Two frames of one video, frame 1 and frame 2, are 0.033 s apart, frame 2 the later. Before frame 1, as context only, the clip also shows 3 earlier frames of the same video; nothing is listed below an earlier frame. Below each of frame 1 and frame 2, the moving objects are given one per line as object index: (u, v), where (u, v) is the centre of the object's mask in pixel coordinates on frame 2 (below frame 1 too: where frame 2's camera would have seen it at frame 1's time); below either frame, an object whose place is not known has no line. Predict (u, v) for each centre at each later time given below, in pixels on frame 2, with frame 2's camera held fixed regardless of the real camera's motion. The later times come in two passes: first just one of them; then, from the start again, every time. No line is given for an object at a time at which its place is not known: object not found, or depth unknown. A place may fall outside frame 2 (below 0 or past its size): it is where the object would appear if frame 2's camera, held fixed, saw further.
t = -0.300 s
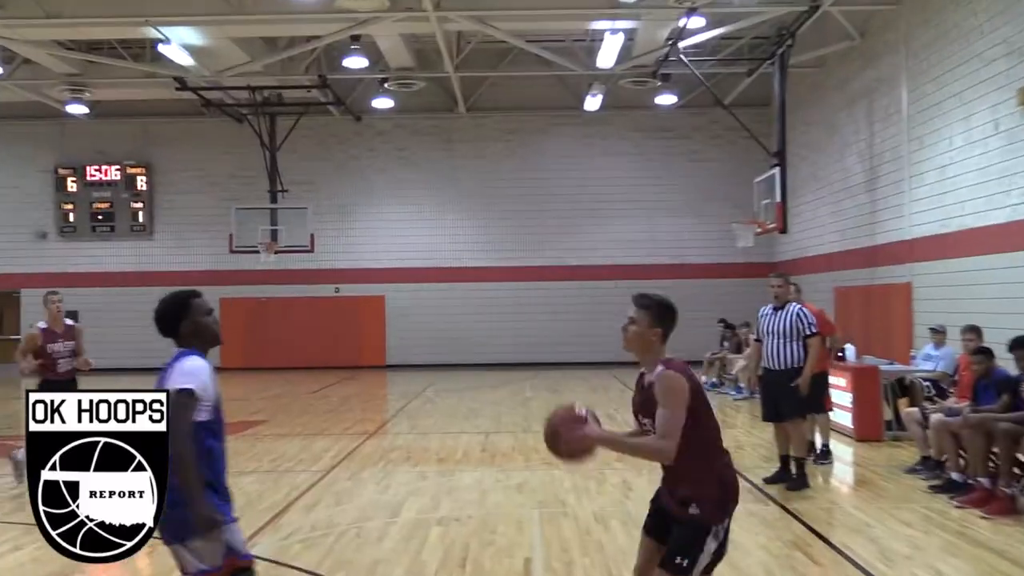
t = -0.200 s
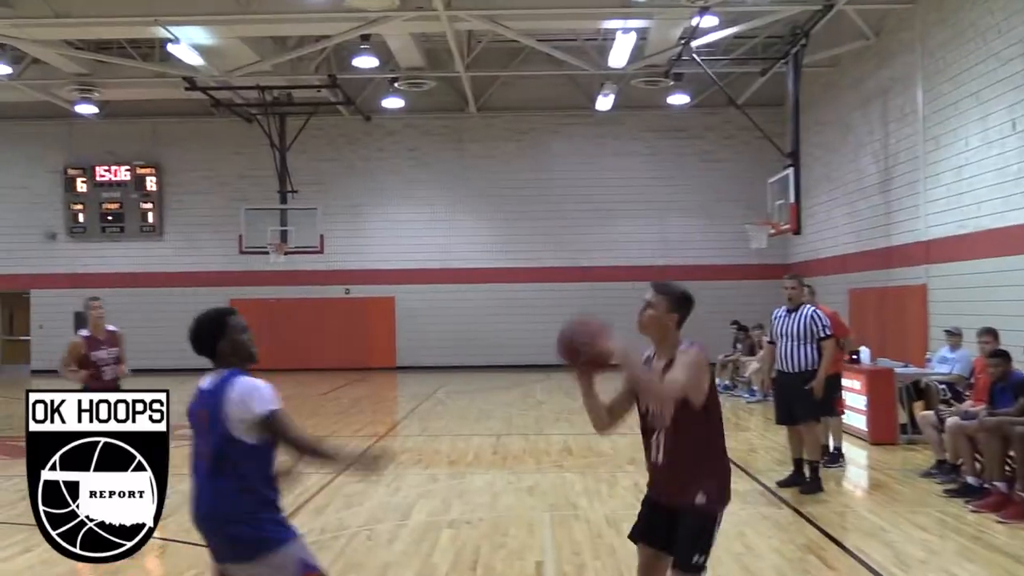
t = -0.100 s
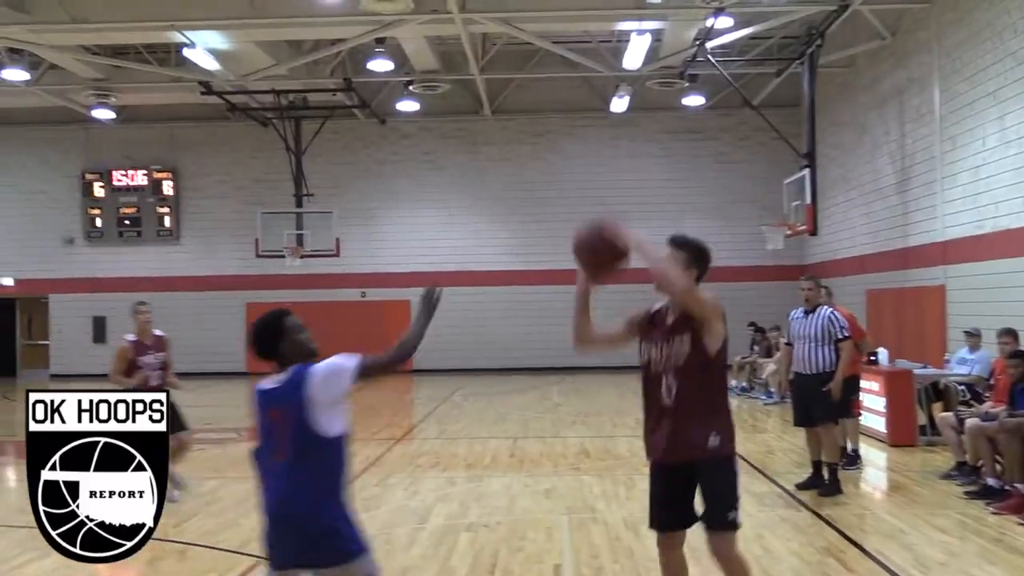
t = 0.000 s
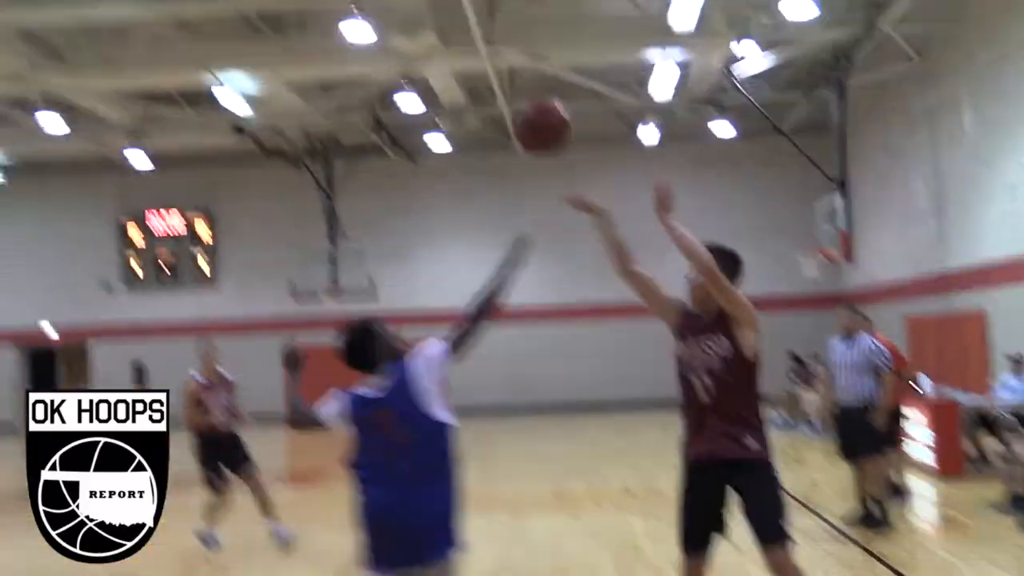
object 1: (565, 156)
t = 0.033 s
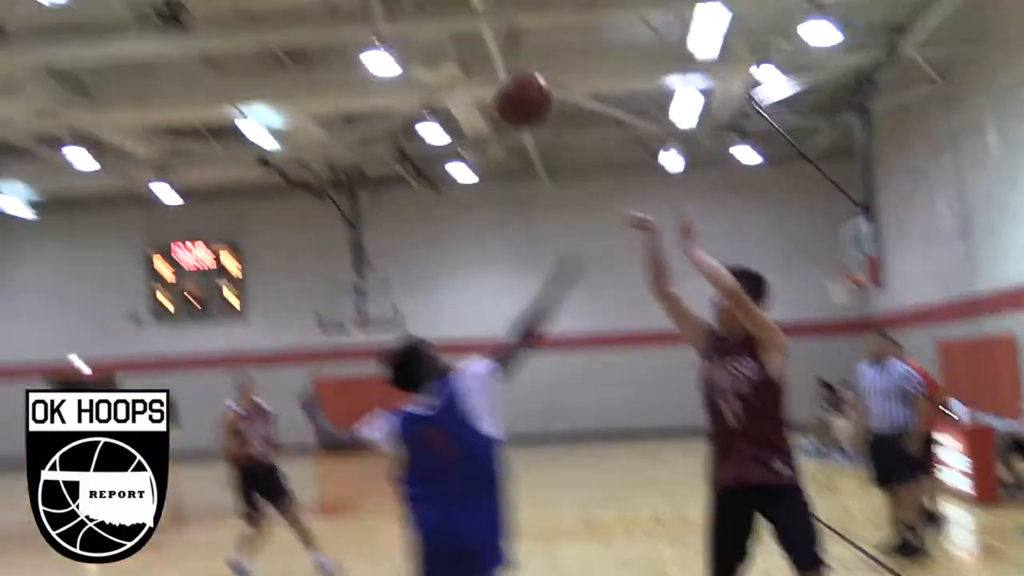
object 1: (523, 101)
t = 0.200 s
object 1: (313, -133)
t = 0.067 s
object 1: (482, 49)
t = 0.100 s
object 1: (440, -1)
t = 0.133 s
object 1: (397, -48)
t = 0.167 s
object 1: (355, -93)
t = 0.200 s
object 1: (313, -133)
